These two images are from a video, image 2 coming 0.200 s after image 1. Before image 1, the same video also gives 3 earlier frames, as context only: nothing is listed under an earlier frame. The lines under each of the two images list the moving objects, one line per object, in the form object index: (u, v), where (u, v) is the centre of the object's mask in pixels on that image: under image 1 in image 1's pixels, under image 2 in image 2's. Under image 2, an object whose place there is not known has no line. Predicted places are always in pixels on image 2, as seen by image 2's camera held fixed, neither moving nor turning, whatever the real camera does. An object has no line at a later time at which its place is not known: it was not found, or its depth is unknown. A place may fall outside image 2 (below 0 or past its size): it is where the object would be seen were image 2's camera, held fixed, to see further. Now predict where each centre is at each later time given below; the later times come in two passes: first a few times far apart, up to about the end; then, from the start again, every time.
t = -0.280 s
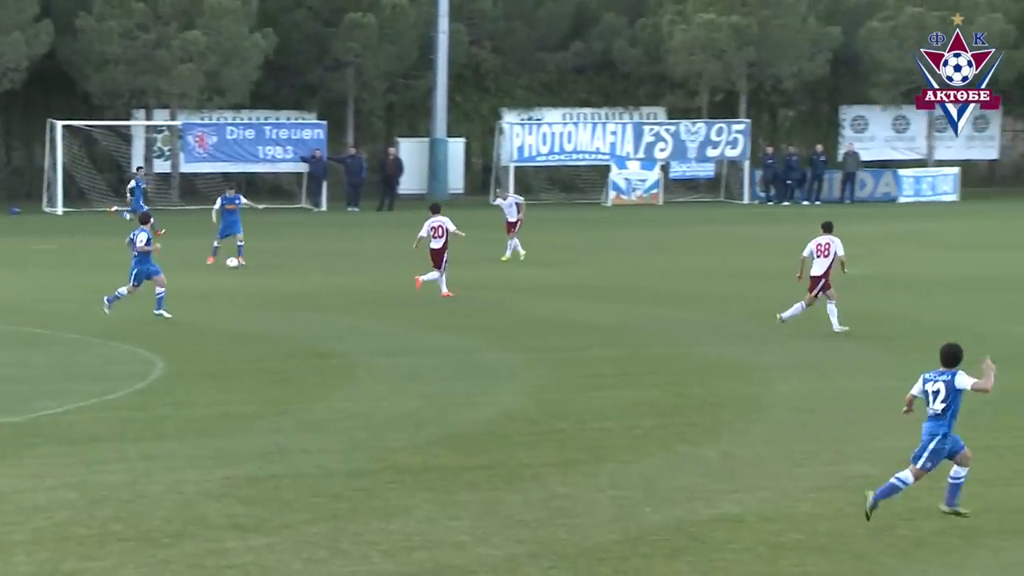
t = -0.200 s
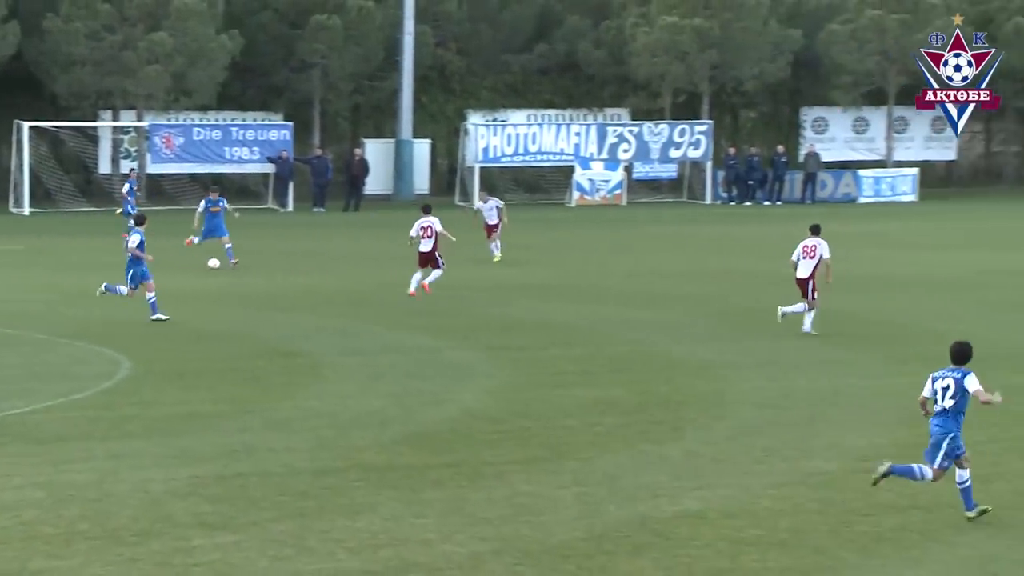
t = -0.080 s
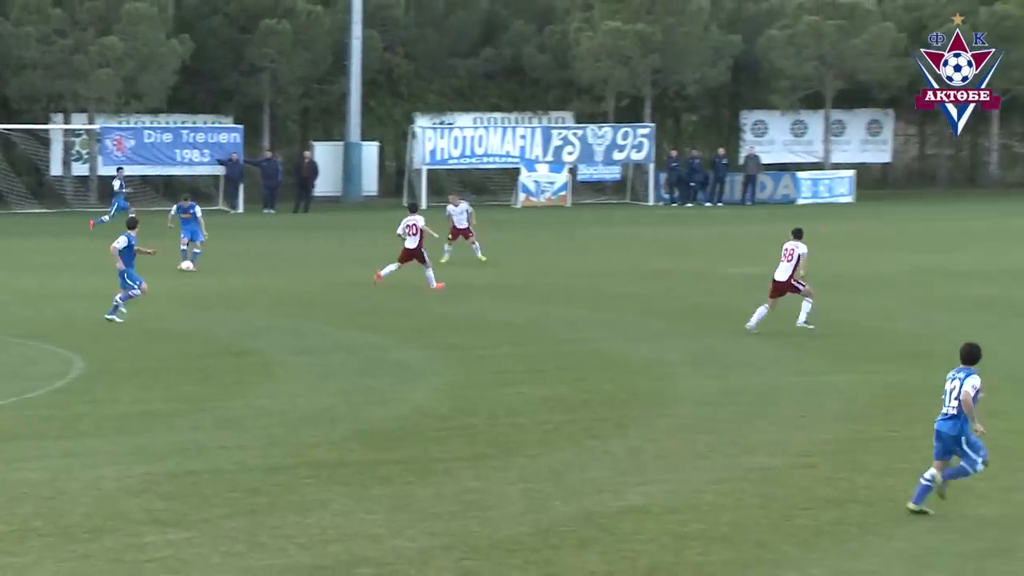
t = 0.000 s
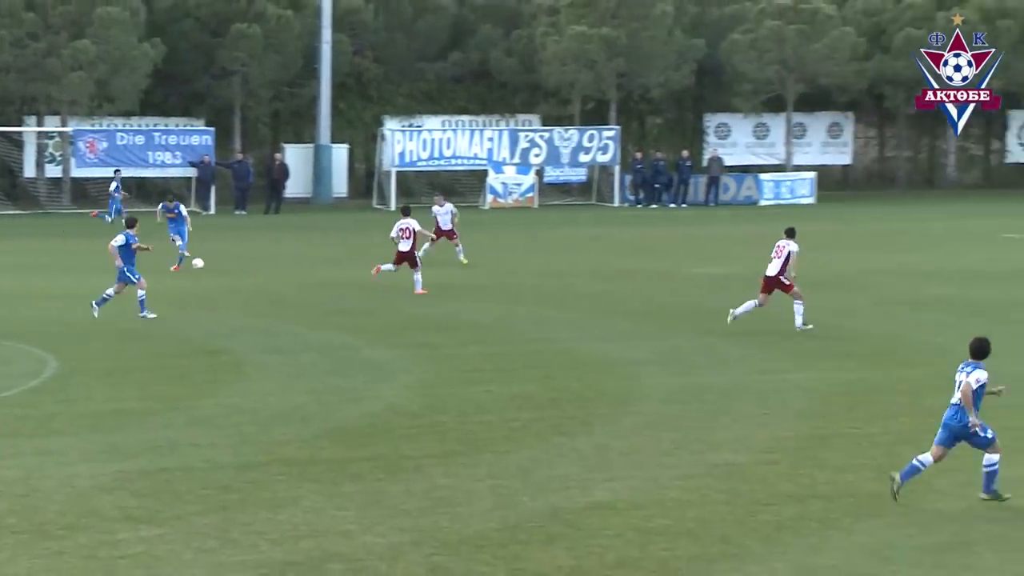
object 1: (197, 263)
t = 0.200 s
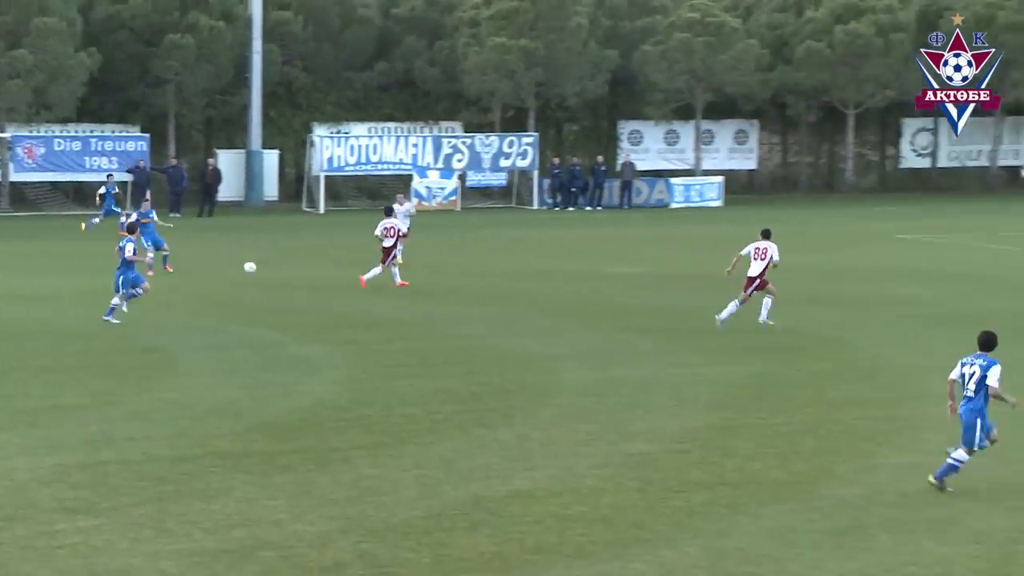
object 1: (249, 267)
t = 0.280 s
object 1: (293, 272)
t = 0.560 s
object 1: (490, 295)
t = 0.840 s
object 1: (703, 319)
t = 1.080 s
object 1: (885, 323)
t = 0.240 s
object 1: (267, 269)
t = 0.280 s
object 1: (293, 272)
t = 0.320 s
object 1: (320, 277)
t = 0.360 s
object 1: (348, 283)
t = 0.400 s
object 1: (377, 290)
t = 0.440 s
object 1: (406, 299)
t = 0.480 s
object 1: (434, 298)
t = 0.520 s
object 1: (462, 295)
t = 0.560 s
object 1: (490, 295)
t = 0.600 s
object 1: (519, 295)
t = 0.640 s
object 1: (548, 296)
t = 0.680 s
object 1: (578, 298)
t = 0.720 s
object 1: (609, 302)
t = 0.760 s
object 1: (639, 306)
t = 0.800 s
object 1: (671, 313)
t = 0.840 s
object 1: (703, 319)
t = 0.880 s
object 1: (736, 328)
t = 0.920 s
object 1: (765, 324)
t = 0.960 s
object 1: (794, 323)
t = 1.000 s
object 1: (823, 321)
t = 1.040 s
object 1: (854, 322)
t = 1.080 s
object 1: (885, 323)
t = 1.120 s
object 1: (917, 327)
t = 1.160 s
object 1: (950, 331)
